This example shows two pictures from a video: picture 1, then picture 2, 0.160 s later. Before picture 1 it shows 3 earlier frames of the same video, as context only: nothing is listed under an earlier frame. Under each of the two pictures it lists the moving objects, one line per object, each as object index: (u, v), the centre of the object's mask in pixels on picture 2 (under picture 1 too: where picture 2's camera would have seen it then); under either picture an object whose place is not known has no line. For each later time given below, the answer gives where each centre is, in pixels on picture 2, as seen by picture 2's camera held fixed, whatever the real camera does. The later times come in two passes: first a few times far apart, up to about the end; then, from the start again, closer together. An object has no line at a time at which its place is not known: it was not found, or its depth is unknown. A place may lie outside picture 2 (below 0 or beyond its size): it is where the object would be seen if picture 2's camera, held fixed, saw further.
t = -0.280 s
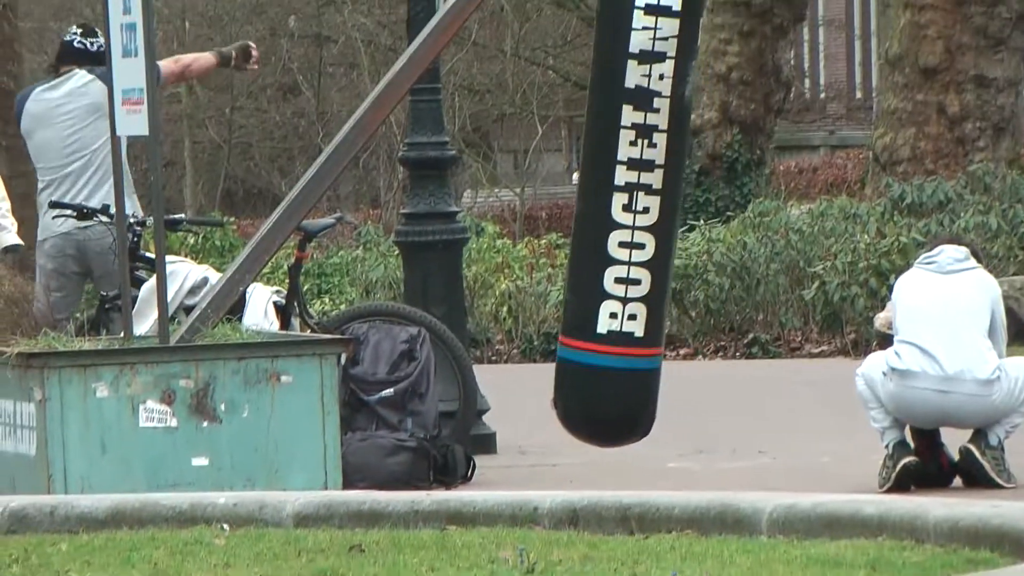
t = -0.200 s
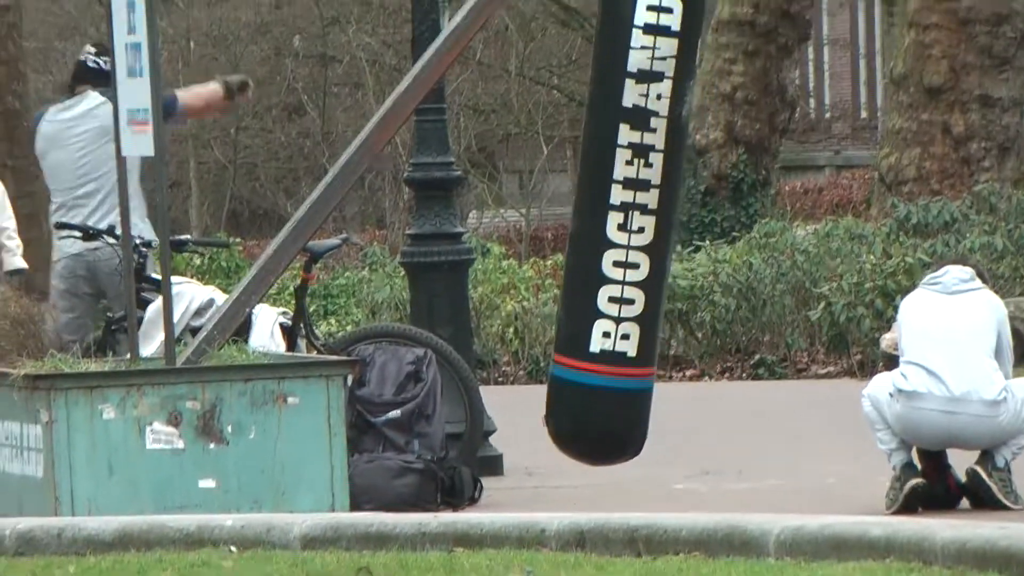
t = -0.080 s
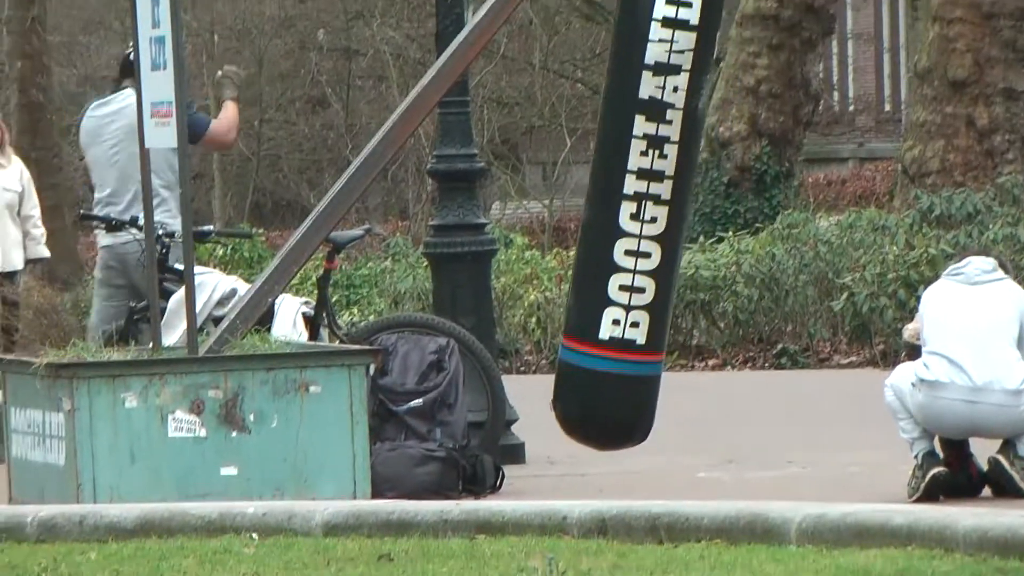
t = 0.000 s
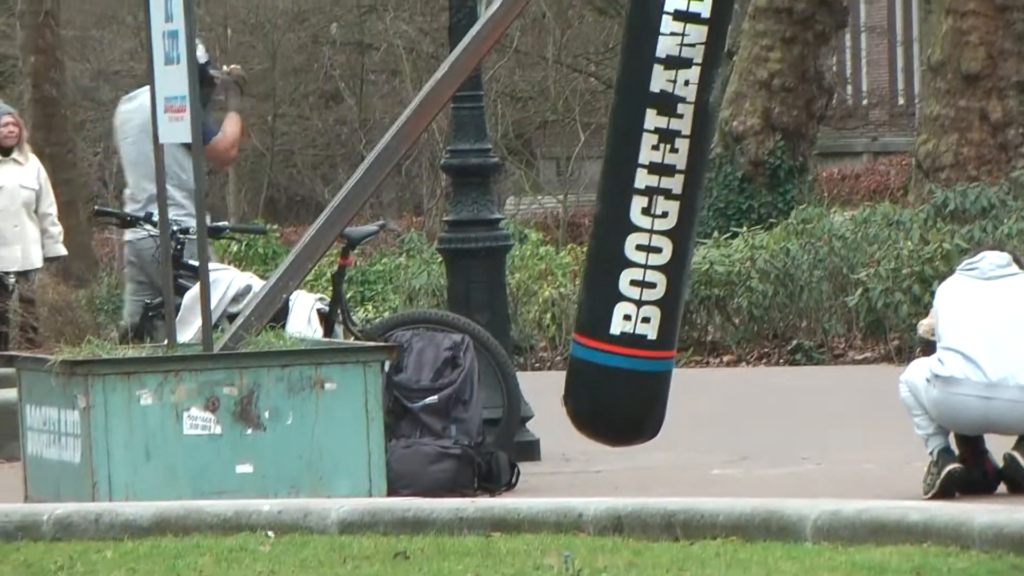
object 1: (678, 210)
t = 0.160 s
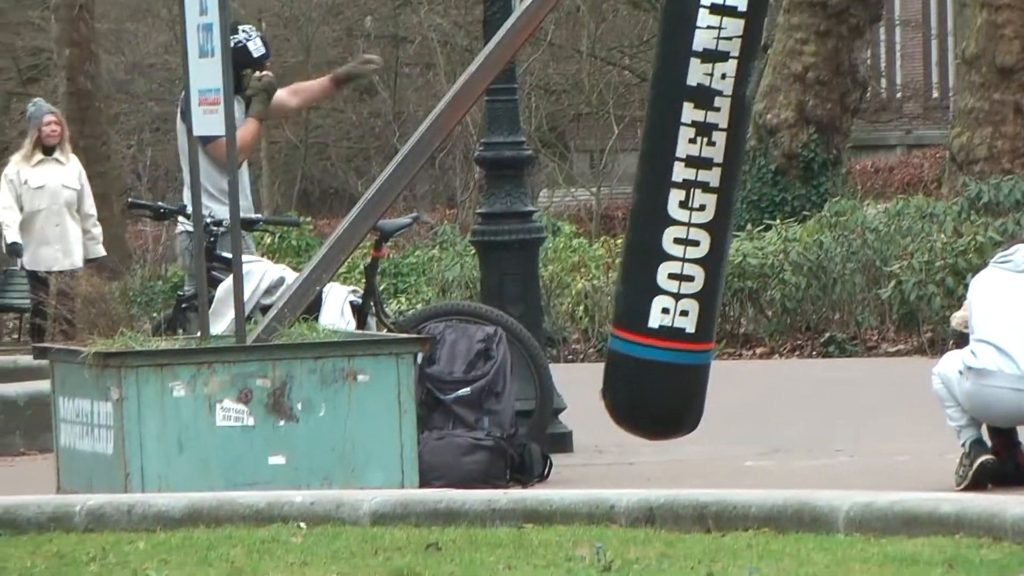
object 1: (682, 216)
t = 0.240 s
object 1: (689, 218)
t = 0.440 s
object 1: (720, 222)
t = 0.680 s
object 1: (771, 217)
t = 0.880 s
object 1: (812, 210)
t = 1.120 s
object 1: (846, 204)
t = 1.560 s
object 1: (826, 198)
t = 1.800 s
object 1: (779, 199)
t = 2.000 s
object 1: (739, 193)
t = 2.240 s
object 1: (700, 185)
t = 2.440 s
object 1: (686, 180)
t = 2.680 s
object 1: (694, 182)
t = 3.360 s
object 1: (812, 179)
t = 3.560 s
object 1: (837, 179)
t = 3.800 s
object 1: (839, 165)
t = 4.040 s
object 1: (817, 171)
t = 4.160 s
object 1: (797, 171)
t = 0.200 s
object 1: (685, 219)
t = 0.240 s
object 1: (689, 218)
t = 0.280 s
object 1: (694, 216)
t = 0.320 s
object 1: (700, 218)
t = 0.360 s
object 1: (706, 223)
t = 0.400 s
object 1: (712, 224)
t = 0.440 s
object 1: (720, 222)
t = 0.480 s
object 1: (728, 221)
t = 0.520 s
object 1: (736, 220)
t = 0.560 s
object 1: (745, 219)
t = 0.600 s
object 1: (754, 217)
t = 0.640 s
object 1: (764, 218)
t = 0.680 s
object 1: (771, 217)
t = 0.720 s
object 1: (780, 215)
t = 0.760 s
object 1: (788, 212)
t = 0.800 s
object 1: (797, 211)
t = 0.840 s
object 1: (805, 212)
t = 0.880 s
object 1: (812, 210)
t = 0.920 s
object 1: (819, 209)
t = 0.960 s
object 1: (826, 208)
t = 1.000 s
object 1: (831, 207)
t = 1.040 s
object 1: (837, 205)
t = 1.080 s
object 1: (841, 202)
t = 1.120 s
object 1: (846, 204)
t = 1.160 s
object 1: (849, 204)
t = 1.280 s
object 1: (850, 201)
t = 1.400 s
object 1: (845, 197)
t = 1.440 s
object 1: (840, 198)
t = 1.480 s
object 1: (835, 199)
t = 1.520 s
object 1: (830, 198)
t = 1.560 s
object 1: (826, 198)
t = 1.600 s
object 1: (818, 201)
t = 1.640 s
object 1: (811, 200)
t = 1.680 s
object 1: (804, 199)
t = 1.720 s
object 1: (796, 199)
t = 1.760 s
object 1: (788, 199)
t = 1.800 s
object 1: (779, 199)
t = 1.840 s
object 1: (771, 198)
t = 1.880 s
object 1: (764, 194)
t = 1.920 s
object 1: (755, 194)
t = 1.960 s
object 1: (747, 193)
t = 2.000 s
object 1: (739, 193)
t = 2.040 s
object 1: (731, 195)
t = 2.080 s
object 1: (723, 193)
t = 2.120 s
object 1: (719, 187)
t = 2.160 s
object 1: (712, 187)
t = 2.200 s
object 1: (706, 187)
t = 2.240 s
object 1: (700, 185)
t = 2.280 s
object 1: (697, 182)
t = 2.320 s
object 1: (693, 185)
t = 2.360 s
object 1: (688, 188)
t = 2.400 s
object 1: (686, 184)
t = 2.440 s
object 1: (686, 180)
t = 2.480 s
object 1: (686, 181)
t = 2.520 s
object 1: (686, 182)
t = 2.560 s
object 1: (686, 182)
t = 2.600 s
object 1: (688, 181)
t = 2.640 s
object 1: (691, 182)
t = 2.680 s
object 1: (694, 182)
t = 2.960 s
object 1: (736, 187)
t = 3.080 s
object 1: (760, 187)
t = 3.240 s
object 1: (791, 182)
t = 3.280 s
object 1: (798, 181)
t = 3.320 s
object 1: (805, 179)
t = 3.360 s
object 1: (812, 179)
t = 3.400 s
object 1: (818, 177)
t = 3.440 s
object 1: (824, 177)
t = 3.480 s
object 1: (828, 175)
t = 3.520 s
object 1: (833, 177)
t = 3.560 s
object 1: (837, 179)
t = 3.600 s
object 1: (839, 178)
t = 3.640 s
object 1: (842, 176)
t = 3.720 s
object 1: (841, 169)
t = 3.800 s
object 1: (839, 165)
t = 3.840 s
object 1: (839, 166)
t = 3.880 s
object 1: (835, 168)
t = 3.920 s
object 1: (831, 166)
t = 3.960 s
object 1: (828, 168)
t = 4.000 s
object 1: (823, 170)
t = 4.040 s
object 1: (817, 171)
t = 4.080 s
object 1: (810, 170)
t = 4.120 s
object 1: (805, 171)
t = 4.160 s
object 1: (797, 171)
